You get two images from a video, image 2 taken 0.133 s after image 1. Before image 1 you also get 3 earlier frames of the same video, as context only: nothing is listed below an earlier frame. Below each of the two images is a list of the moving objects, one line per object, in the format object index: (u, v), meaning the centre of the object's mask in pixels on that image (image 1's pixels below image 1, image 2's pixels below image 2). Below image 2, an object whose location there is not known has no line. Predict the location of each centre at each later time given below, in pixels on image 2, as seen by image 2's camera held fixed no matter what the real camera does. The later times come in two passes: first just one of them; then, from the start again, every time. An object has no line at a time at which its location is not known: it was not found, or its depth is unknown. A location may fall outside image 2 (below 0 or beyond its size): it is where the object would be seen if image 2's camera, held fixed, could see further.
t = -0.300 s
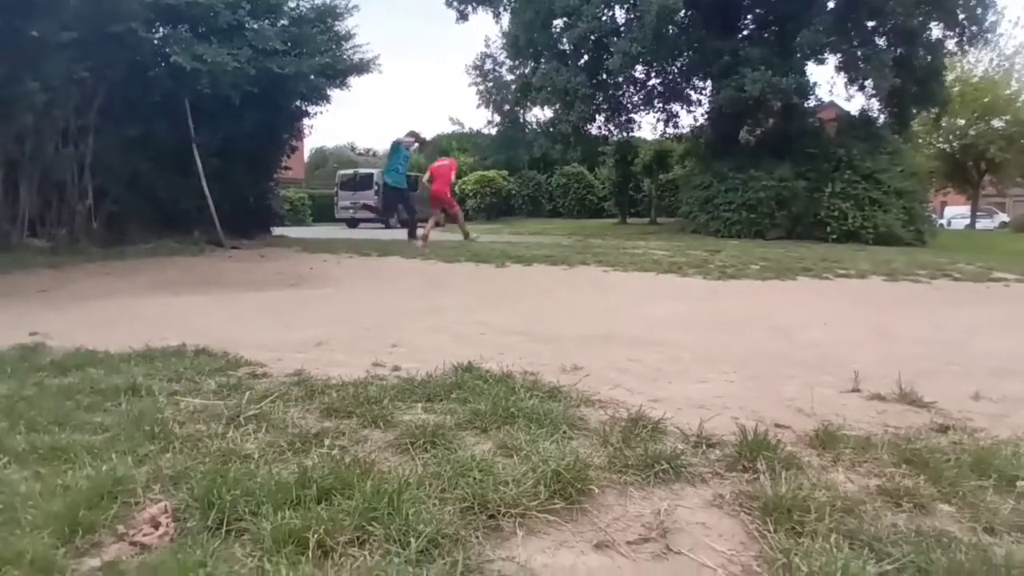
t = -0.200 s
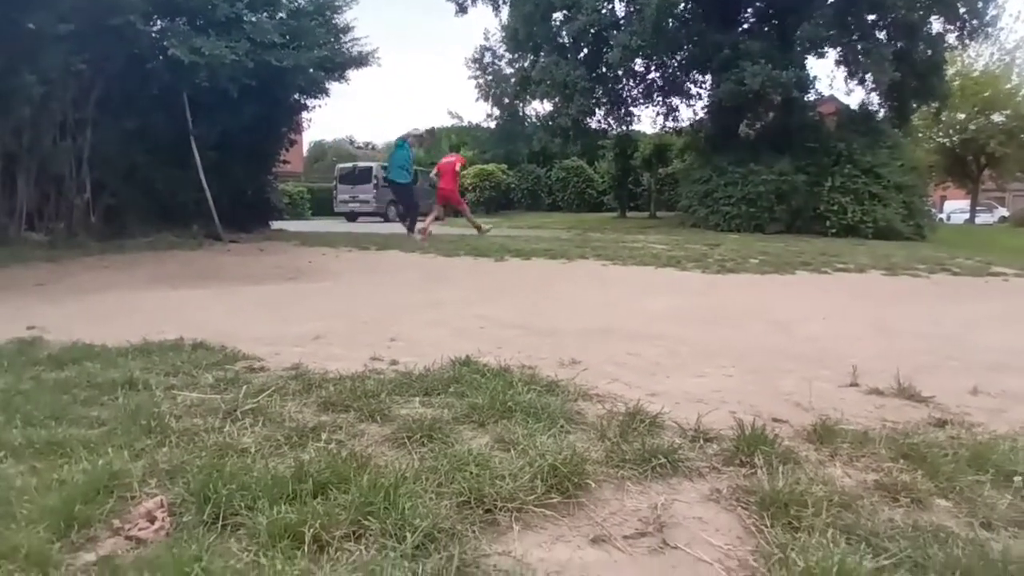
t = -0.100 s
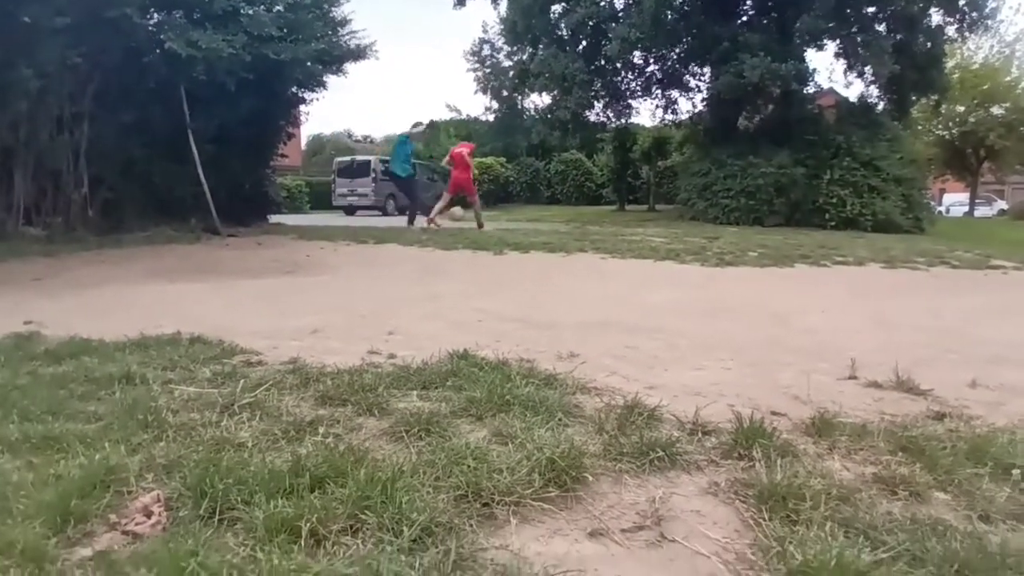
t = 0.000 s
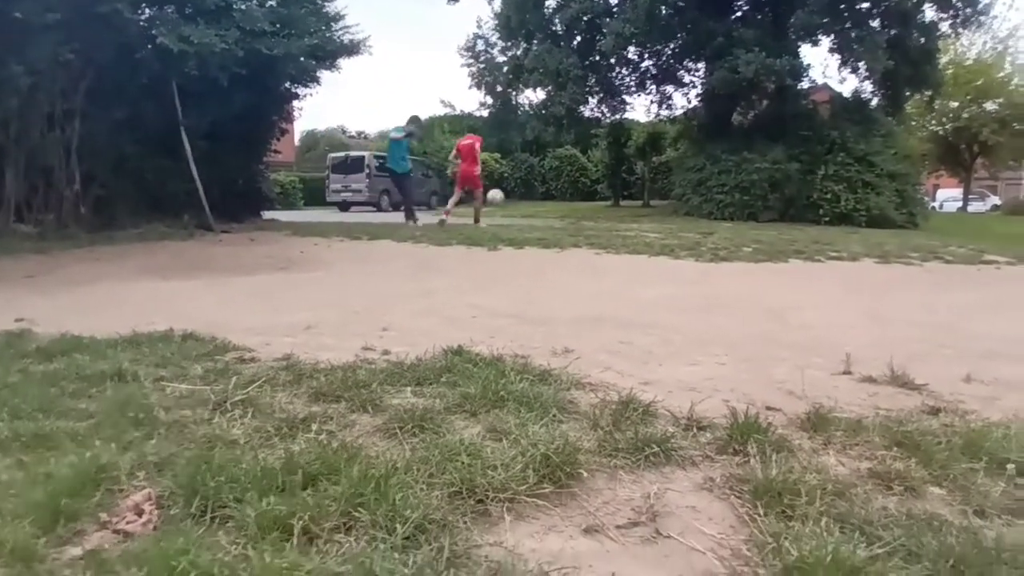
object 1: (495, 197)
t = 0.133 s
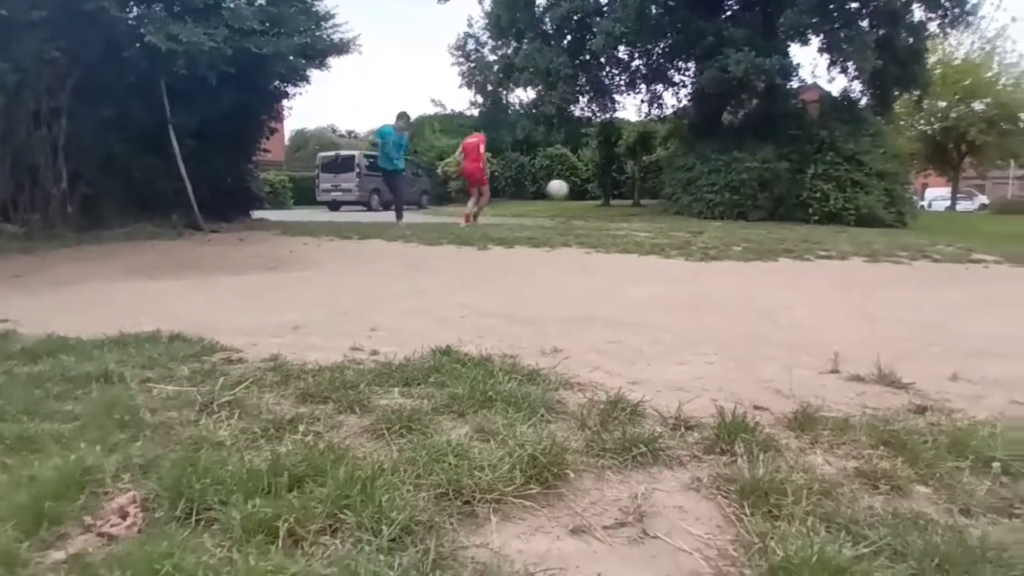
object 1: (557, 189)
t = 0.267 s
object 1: (653, 197)
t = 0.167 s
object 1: (579, 189)
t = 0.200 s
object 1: (601, 190)
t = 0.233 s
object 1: (626, 193)
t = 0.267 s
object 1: (653, 197)
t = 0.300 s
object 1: (681, 202)
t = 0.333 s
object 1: (711, 209)
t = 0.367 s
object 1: (745, 218)
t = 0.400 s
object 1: (781, 228)
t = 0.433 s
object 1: (821, 242)
